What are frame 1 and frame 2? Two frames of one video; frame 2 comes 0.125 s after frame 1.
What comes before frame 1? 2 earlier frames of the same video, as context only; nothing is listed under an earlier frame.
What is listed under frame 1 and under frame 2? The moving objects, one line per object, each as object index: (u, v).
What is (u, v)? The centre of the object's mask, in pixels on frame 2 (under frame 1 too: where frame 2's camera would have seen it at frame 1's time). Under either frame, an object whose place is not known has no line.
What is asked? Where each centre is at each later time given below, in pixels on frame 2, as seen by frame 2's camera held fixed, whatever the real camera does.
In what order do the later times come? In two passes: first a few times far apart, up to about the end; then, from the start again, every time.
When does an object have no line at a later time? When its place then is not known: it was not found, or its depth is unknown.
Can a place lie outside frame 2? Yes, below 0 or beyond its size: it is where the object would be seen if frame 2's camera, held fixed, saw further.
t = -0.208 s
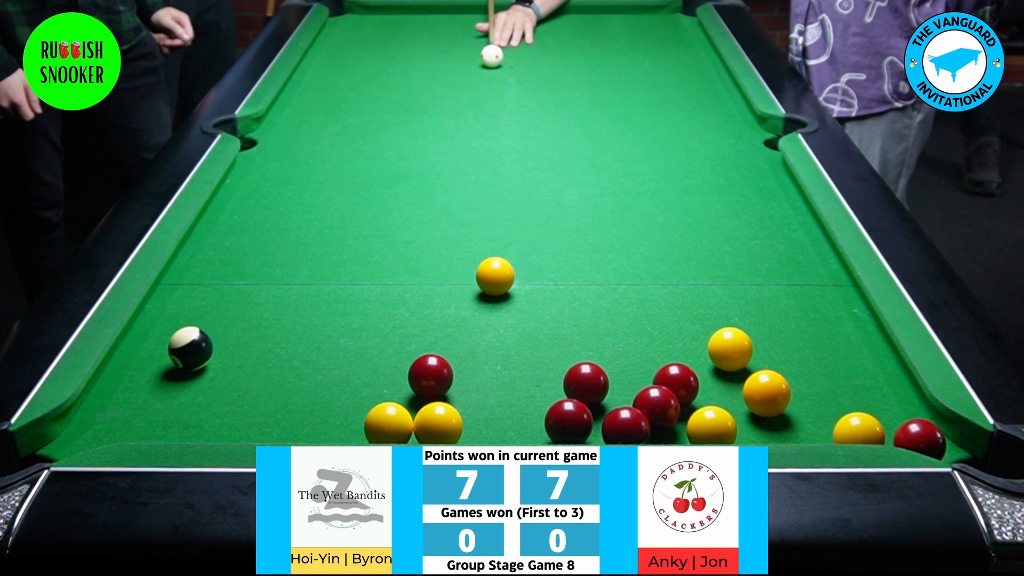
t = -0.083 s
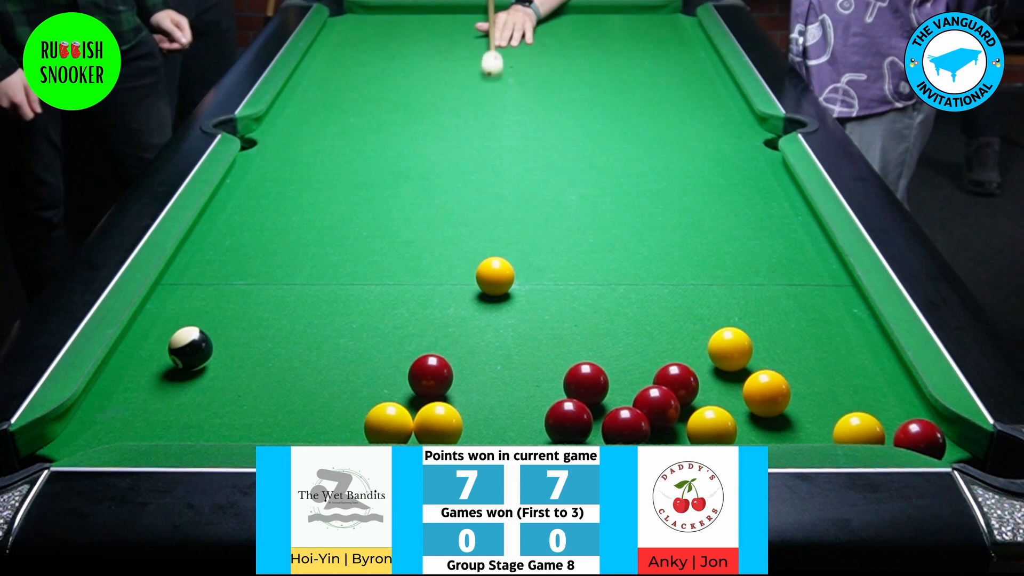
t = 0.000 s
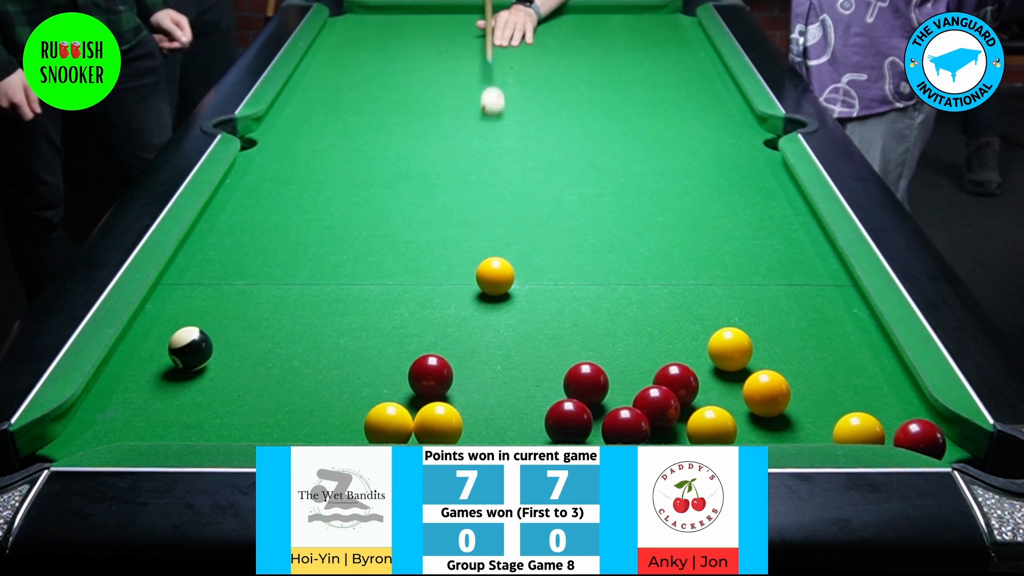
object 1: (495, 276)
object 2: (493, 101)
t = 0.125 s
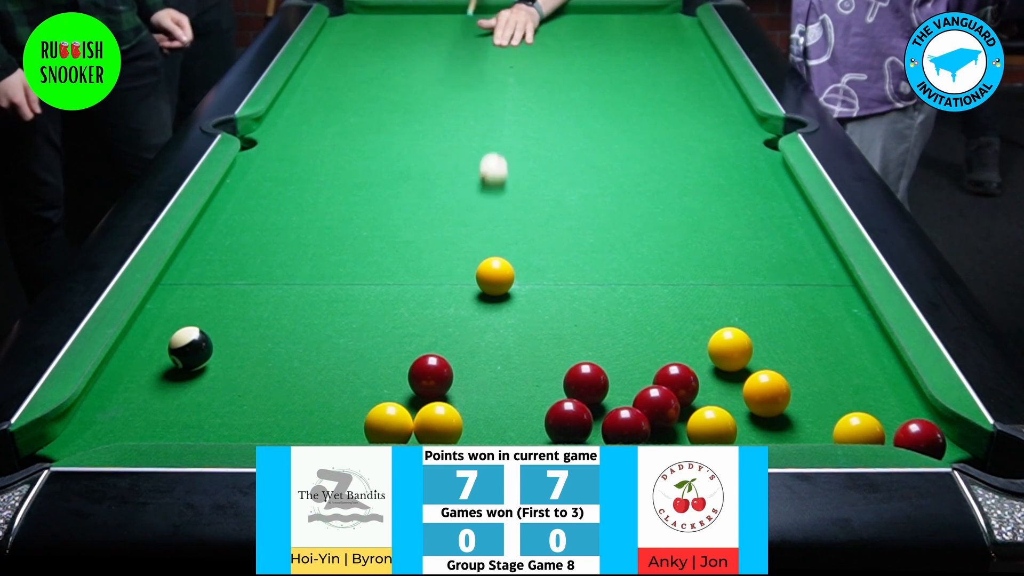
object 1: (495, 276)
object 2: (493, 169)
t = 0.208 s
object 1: (495, 276)
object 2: (494, 224)
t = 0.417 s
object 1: (497, 421)
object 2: (495, 261)
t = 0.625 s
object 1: (503, 328)
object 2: (496, 266)
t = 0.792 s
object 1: (519, 278)
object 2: (484, 243)
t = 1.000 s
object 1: (545, 253)
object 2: (462, 199)
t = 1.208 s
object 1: (568, 230)
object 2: (445, 164)
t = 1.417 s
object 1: (589, 209)
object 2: (430, 133)
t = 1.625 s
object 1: (606, 192)
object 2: (419, 108)
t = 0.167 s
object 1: (495, 276)
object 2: (494, 196)
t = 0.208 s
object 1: (495, 276)
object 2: (494, 224)
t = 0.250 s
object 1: (495, 288)
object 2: (494, 255)
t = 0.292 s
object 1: (496, 319)
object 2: (494, 258)
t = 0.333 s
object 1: (496, 354)
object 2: (495, 259)
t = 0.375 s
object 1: (496, 390)
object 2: (495, 259)
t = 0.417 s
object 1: (497, 421)
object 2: (495, 261)
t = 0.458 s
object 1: (498, 419)
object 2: (495, 262)
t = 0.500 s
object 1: (500, 393)
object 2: (495, 263)
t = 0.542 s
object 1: (501, 369)
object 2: (495, 264)
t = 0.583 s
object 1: (502, 348)
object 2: (495, 265)
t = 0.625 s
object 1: (503, 328)
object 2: (496, 266)
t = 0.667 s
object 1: (504, 310)
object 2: (496, 266)
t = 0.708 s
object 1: (505, 293)
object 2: (495, 264)
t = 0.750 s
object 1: (512, 281)
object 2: (489, 254)
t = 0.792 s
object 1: (519, 278)
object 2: (484, 243)
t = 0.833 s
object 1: (525, 273)
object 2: (479, 233)
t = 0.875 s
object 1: (530, 267)
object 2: (474, 223)
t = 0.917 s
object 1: (535, 262)
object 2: (470, 215)
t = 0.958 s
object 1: (540, 258)
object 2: (466, 207)
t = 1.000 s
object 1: (545, 253)
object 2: (462, 199)
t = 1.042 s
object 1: (550, 248)
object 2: (458, 192)
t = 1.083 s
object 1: (555, 243)
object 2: (455, 184)
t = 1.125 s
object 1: (559, 239)
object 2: (452, 178)
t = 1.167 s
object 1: (564, 235)
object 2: (448, 171)
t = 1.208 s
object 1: (568, 230)
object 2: (445, 164)
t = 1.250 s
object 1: (574, 224)
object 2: (441, 155)
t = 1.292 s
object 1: (578, 220)
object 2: (438, 149)
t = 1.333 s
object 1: (582, 217)
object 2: (436, 144)
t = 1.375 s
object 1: (586, 213)
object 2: (433, 138)
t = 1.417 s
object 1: (589, 209)
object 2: (430, 133)
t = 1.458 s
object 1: (593, 206)
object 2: (428, 128)
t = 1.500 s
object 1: (597, 202)
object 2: (425, 123)
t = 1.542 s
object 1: (600, 199)
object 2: (423, 118)
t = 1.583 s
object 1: (603, 195)
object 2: (421, 113)
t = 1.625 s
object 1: (606, 192)
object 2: (419, 108)
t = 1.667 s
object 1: (609, 189)
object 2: (417, 104)
